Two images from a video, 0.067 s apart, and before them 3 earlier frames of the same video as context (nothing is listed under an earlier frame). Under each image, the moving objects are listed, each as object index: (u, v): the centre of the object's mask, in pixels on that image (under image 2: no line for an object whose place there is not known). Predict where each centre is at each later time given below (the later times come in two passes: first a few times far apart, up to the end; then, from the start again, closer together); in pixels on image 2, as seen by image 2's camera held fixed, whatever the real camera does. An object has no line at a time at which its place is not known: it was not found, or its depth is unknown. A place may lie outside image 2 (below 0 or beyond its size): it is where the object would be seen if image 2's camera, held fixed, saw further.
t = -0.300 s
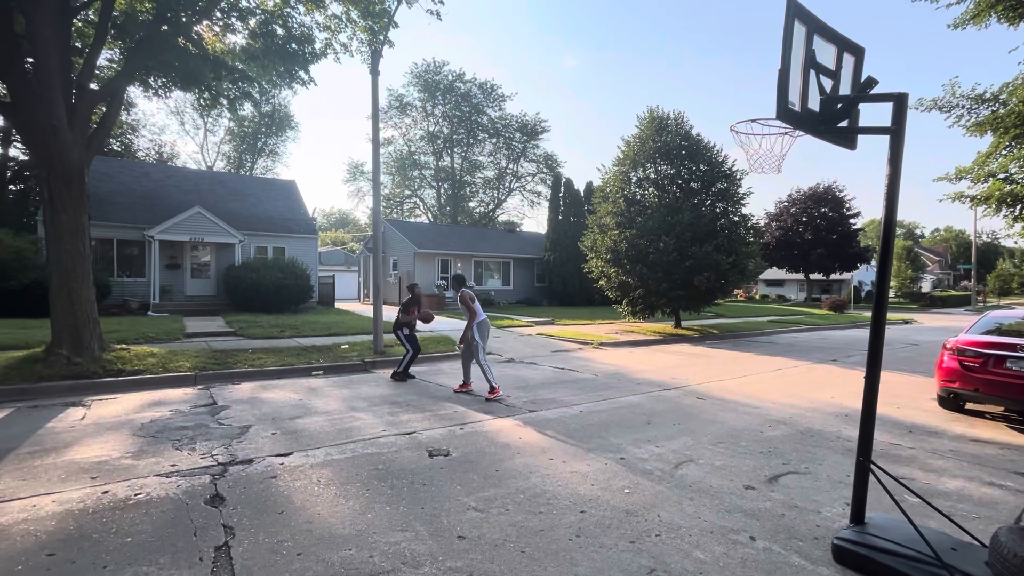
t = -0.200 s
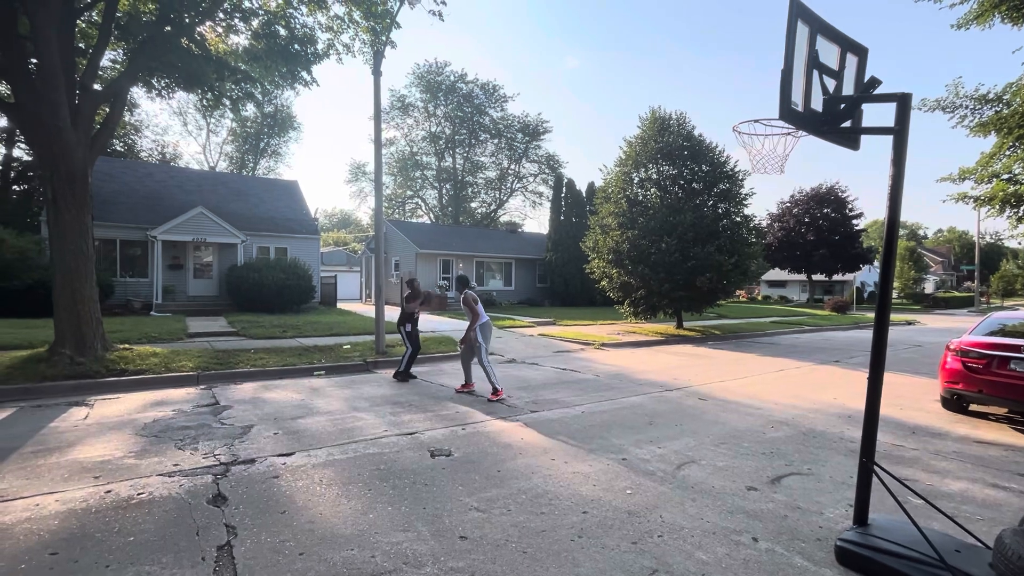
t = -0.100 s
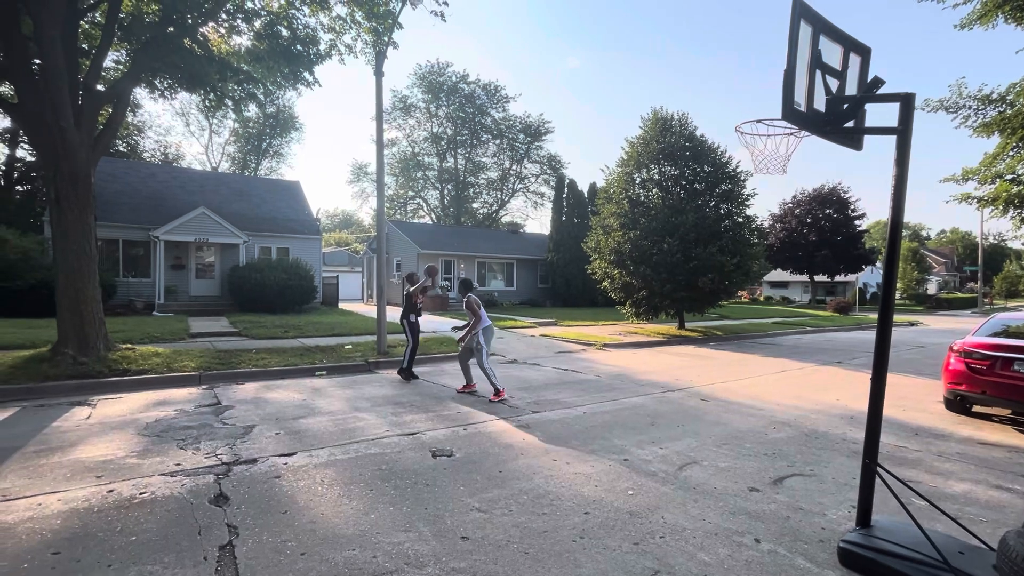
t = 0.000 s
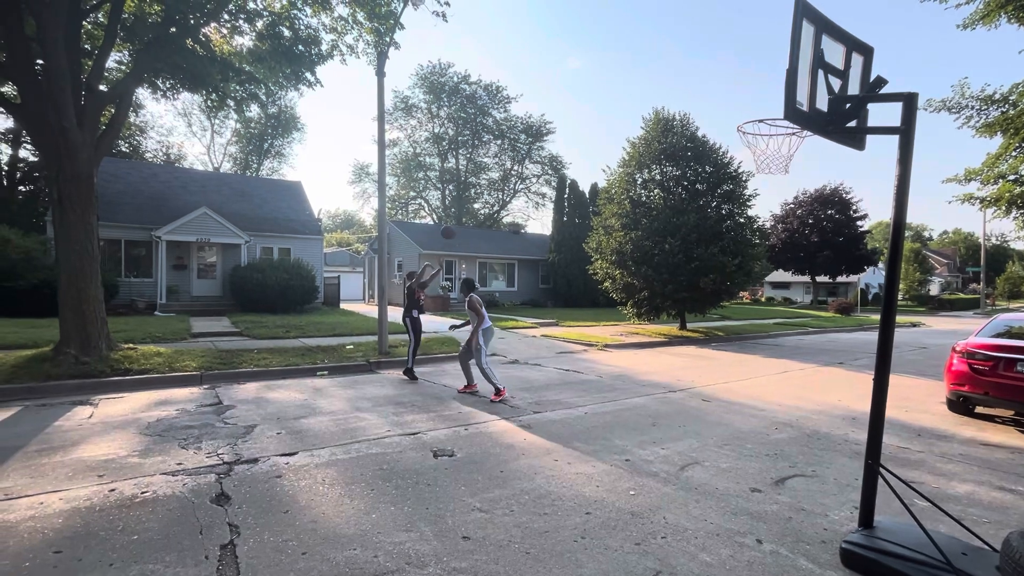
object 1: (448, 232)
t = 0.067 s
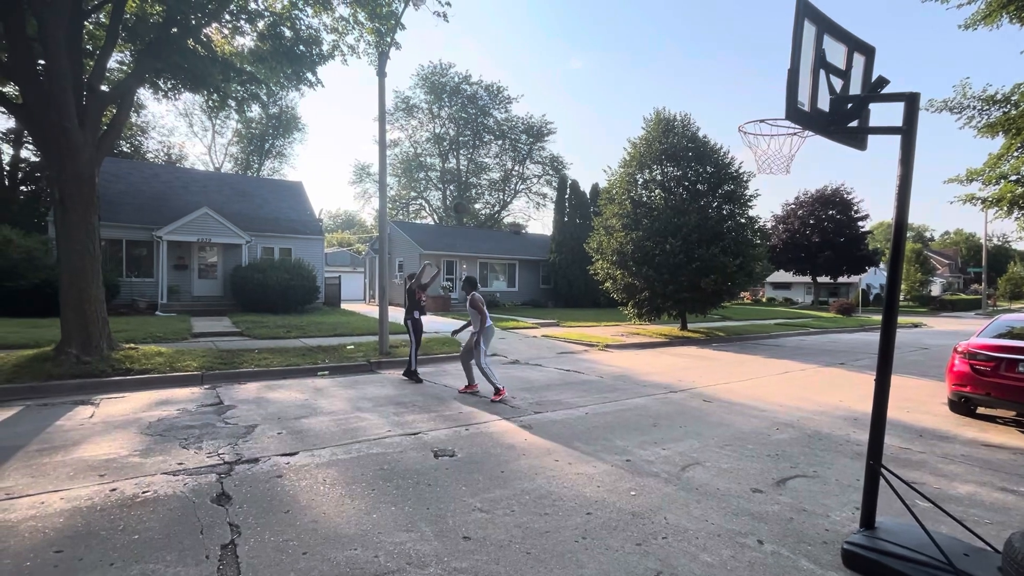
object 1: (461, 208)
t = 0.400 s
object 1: (525, 109)
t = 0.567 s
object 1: (565, 79)
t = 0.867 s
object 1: (656, 76)
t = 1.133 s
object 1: (769, 156)
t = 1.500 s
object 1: (1014, 504)
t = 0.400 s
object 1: (525, 109)
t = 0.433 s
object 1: (532, 102)
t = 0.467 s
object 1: (540, 95)
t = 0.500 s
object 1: (548, 89)
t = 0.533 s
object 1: (556, 84)
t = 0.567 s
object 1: (565, 79)
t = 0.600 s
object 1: (573, 75)
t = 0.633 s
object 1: (582, 72)
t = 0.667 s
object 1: (592, 70)
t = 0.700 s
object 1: (601, 69)
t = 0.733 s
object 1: (612, 68)
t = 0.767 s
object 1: (622, 69)
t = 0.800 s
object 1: (633, 70)
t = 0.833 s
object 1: (644, 72)
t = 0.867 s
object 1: (656, 76)
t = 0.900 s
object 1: (668, 81)
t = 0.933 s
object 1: (680, 87)
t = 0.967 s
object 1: (694, 94)
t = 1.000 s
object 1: (707, 103)
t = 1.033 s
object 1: (722, 113)
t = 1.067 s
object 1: (735, 125)
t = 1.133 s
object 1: (769, 156)
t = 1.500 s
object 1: (1014, 504)
